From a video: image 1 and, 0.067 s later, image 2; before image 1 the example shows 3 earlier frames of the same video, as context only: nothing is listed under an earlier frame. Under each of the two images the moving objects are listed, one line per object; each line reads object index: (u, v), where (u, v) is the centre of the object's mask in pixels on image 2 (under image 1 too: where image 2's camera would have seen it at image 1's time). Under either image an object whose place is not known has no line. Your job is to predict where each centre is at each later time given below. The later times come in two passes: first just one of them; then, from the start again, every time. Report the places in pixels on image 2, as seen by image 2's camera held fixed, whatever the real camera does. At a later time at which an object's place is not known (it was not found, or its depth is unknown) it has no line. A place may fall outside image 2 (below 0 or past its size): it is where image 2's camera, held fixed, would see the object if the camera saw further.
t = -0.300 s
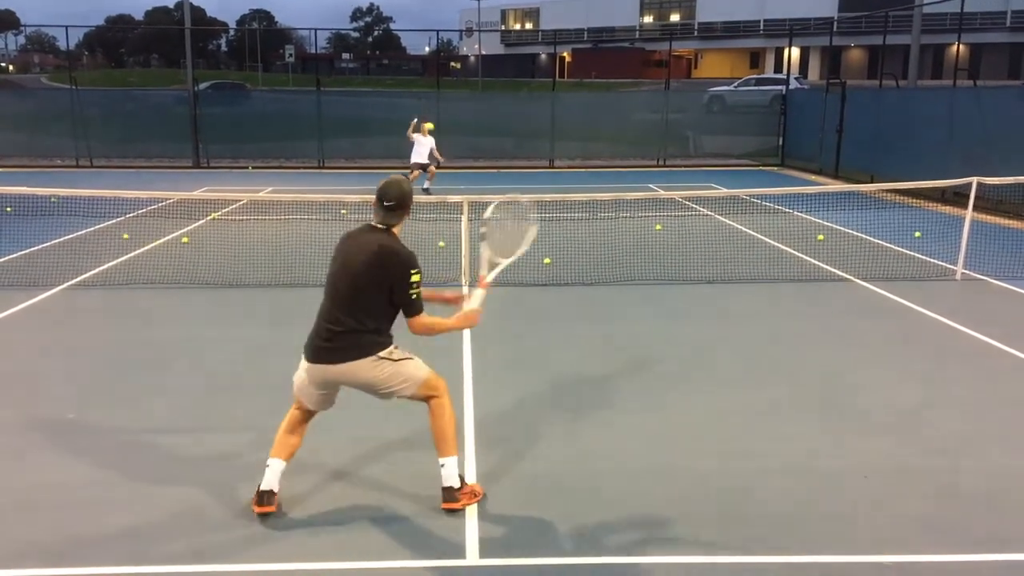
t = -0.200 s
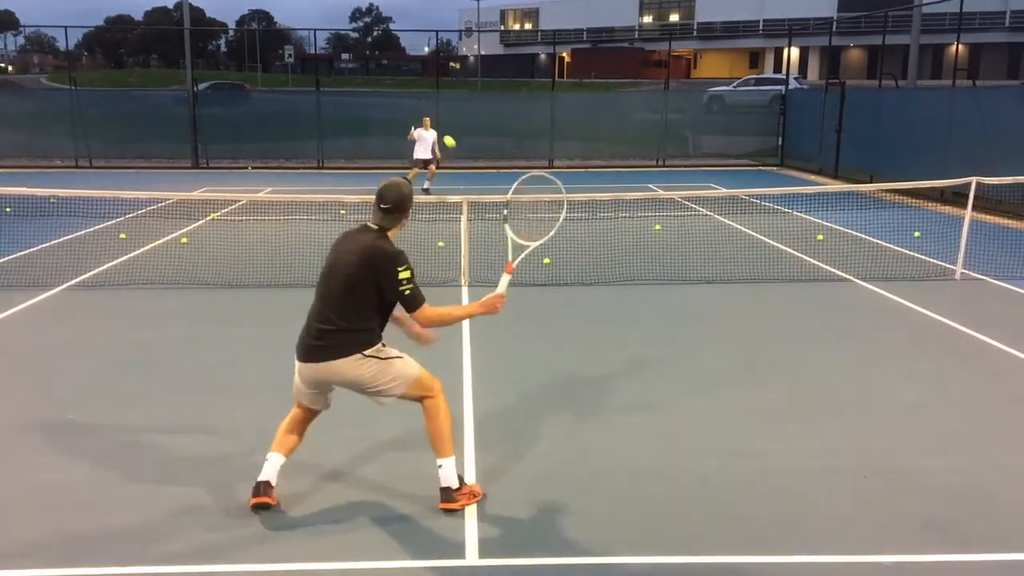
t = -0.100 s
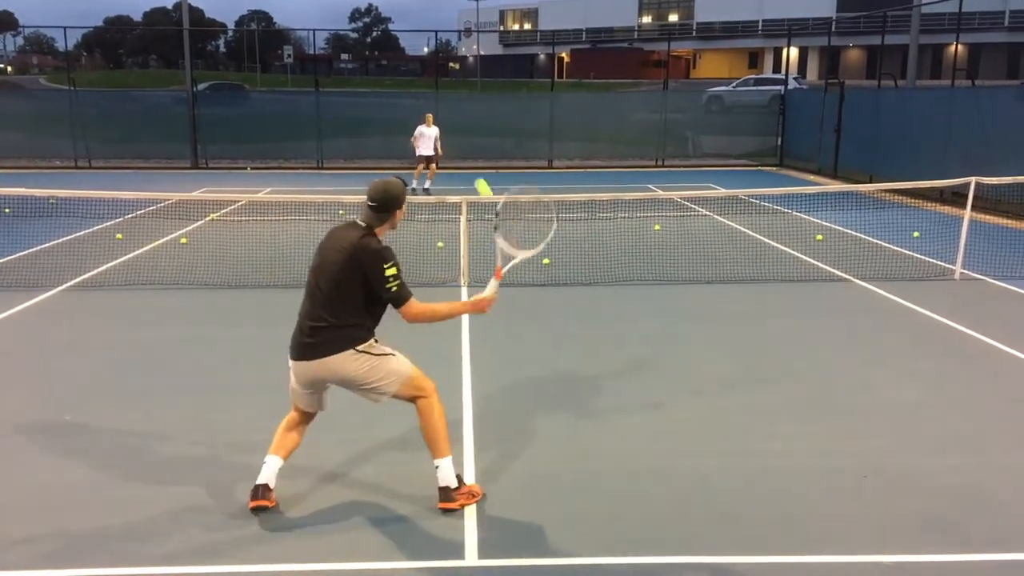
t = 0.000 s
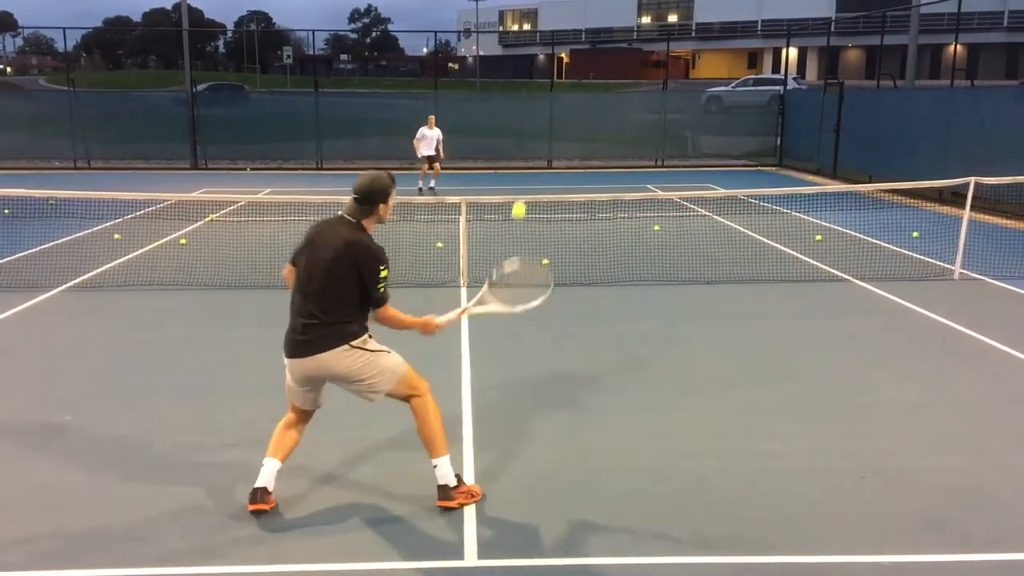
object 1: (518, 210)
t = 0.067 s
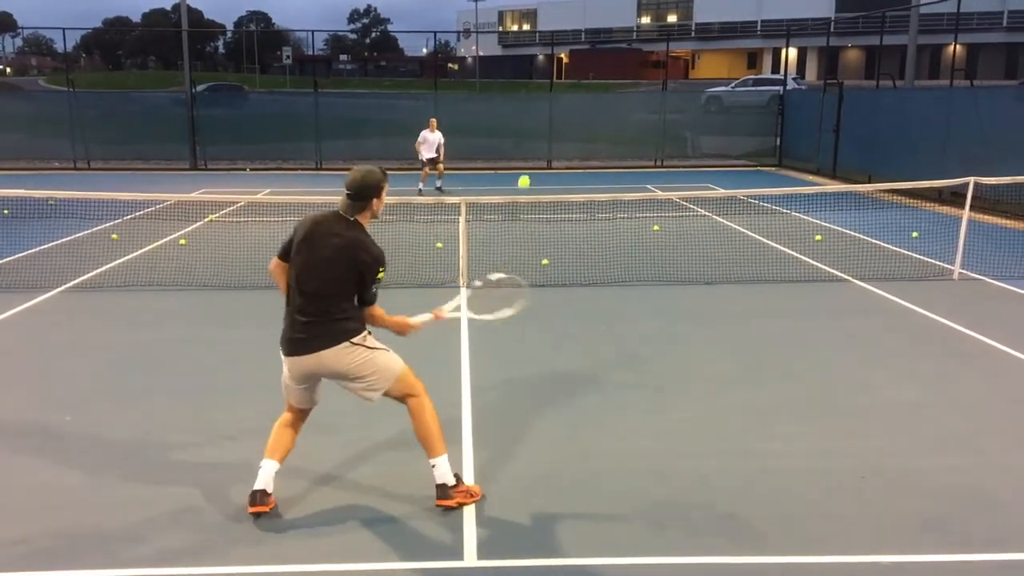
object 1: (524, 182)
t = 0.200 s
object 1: (530, 161)
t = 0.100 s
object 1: (525, 173)
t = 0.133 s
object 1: (528, 167)
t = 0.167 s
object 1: (529, 163)
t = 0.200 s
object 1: (530, 161)
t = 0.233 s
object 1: (531, 160)
